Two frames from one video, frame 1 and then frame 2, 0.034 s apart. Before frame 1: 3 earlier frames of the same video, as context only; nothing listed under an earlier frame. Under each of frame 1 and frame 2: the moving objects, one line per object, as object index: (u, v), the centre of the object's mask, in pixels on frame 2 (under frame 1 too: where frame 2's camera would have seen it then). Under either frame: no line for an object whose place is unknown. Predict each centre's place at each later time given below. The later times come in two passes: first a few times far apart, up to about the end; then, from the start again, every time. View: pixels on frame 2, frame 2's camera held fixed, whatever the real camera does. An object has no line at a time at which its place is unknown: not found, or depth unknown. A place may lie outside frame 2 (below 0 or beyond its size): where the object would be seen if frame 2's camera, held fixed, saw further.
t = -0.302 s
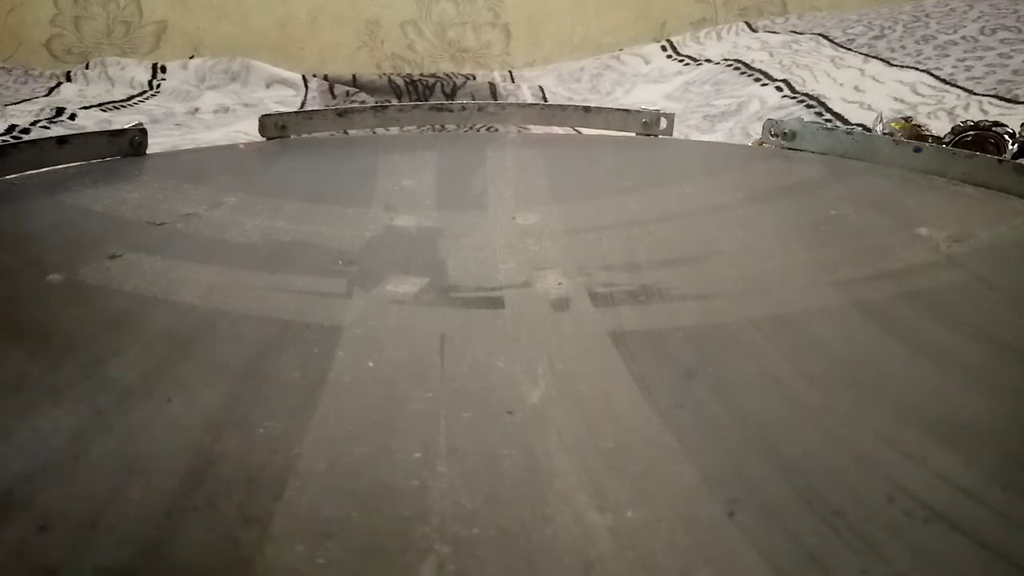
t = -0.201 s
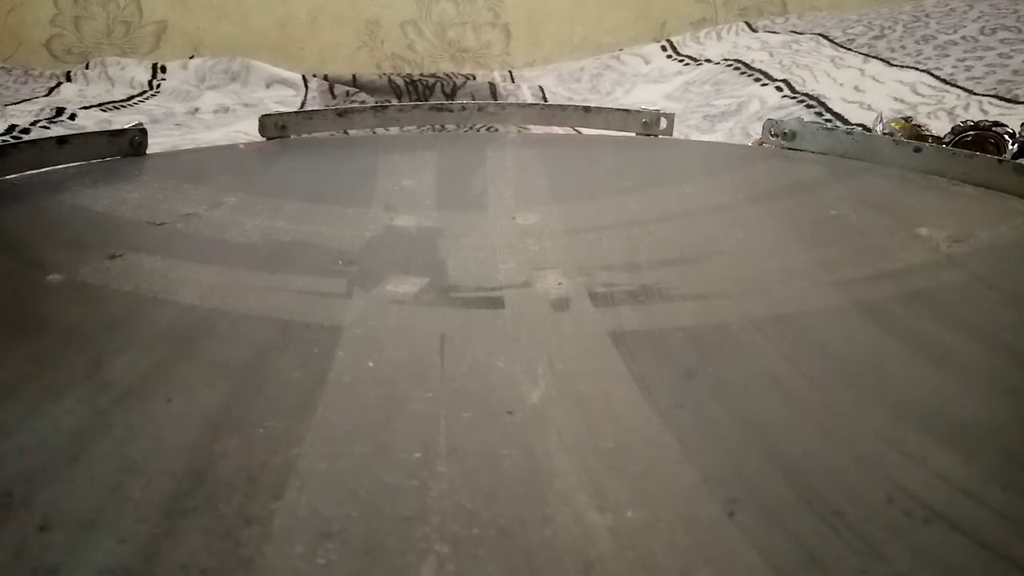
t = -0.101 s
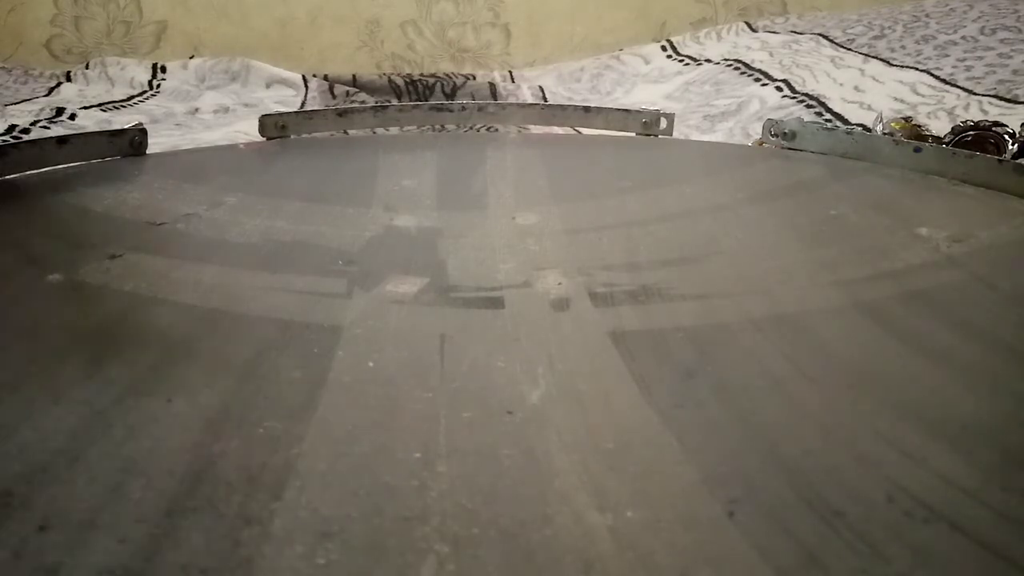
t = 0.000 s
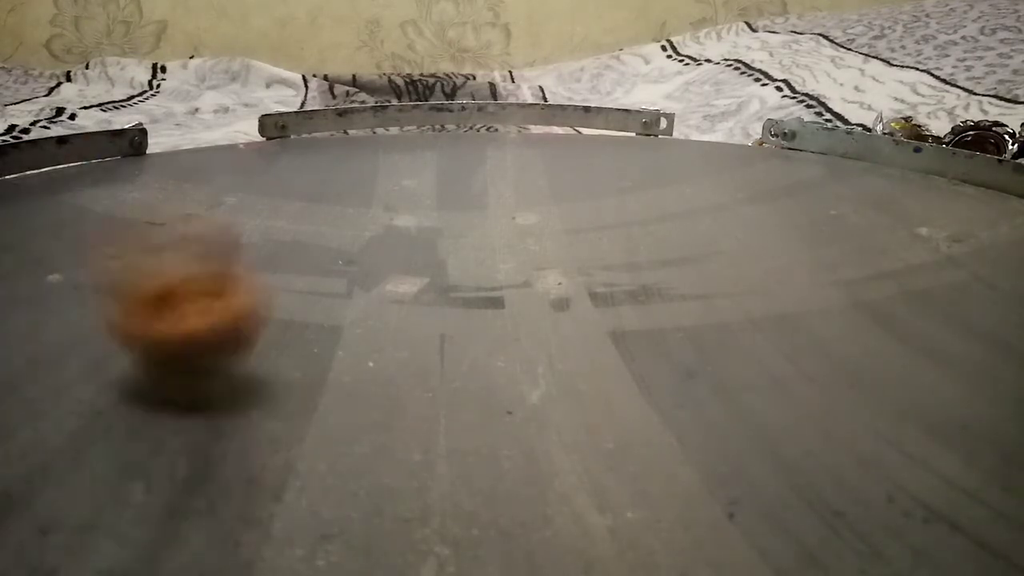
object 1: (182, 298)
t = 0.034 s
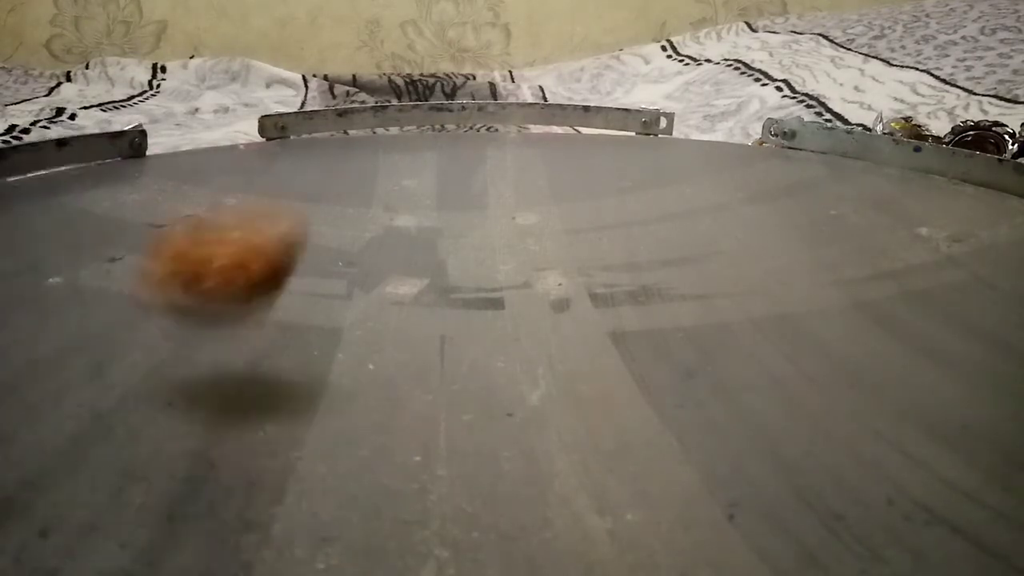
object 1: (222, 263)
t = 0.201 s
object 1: (466, 235)
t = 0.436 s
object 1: (677, 309)
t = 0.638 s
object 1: (692, 302)
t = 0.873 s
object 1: (539, 319)
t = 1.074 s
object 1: (390, 300)
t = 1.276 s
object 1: (345, 264)
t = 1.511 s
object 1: (369, 233)
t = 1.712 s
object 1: (428, 225)
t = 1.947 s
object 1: (494, 242)
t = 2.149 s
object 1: (504, 264)
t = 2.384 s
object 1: (462, 289)
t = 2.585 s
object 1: (411, 293)
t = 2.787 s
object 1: (409, 292)
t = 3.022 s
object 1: (428, 288)
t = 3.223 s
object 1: (456, 292)
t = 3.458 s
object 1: (491, 299)
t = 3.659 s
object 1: (504, 311)
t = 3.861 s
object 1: (492, 308)
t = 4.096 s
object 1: (491, 299)
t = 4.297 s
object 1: (507, 290)
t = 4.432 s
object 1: (506, 288)
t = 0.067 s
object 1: (268, 202)
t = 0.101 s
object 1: (314, 169)
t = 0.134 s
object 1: (361, 160)
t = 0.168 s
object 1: (412, 181)
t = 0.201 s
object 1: (466, 235)
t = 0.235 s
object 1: (513, 303)
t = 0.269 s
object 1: (551, 300)
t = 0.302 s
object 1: (578, 259)
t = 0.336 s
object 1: (603, 243)
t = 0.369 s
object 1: (629, 248)
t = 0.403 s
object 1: (653, 274)
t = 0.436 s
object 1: (677, 309)
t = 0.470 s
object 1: (689, 287)
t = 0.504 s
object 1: (700, 284)
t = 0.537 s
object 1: (710, 300)
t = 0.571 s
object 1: (707, 293)
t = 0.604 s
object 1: (701, 291)
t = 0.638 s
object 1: (692, 302)
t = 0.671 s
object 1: (678, 298)
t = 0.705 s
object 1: (660, 305)
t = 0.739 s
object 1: (644, 306)
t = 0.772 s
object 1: (623, 312)
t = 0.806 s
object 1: (596, 314)
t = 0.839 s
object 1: (570, 316)
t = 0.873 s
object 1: (539, 319)
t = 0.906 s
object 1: (509, 318)
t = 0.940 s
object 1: (480, 316)
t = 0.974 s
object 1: (450, 315)
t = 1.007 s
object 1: (426, 311)
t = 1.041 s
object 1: (406, 305)
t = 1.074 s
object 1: (390, 300)
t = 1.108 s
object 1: (377, 295)
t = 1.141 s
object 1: (369, 288)
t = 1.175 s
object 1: (362, 281)
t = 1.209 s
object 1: (356, 276)
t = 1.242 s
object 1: (351, 270)
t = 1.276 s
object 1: (345, 264)
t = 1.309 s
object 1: (344, 260)
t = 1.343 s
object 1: (345, 254)
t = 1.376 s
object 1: (347, 249)
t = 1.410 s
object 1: (351, 244)
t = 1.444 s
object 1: (355, 240)
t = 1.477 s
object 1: (361, 237)
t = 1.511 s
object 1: (369, 233)
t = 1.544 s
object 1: (376, 231)
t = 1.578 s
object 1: (385, 228)
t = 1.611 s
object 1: (395, 226)
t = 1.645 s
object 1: (406, 225)
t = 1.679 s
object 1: (418, 225)
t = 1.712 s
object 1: (428, 225)
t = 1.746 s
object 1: (441, 226)
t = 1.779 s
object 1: (453, 227)
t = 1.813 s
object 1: (464, 230)
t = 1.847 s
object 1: (474, 232)
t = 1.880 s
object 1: (482, 235)
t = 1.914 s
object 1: (489, 239)
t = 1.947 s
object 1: (494, 242)
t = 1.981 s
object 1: (498, 245)
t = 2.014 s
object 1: (501, 250)
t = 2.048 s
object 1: (502, 253)
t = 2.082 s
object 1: (503, 256)
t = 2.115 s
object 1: (504, 260)
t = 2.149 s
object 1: (504, 264)
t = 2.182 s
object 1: (503, 268)
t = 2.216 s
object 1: (498, 273)
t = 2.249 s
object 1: (492, 276)
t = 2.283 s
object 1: (486, 280)
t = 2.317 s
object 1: (479, 283)
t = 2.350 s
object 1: (471, 287)
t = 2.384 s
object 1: (462, 289)
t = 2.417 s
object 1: (453, 292)
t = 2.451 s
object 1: (445, 293)
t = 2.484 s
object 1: (434, 294)
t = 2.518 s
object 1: (425, 294)
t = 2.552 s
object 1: (418, 294)
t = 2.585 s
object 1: (411, 293)
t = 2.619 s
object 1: (405, 293)
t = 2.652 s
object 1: (400, 293)
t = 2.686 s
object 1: (399, 292)
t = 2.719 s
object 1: (400, 292)
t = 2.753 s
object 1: (403, 292)
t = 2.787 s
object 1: (409, 292)
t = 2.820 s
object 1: (414, 291)
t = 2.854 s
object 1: (416, 291)
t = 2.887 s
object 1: (417, 290)
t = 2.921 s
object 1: (419, 289)
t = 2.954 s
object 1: (421, 288)
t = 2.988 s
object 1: (424, 288)
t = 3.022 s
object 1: (428, 288)
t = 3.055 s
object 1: (432, 289)
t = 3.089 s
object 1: (438, 289)
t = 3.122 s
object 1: (441, 290)
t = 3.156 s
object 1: (448, 290)
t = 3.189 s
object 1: (453, 291)
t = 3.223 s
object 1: (456, 292)
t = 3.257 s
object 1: (461, 293)
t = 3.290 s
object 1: (464, 294)
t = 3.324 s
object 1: (469, 294)
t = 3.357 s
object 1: (475, 295)
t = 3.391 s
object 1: (481, 296)
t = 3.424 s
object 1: (487, 297)
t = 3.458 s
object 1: (491, 299)
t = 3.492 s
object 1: (494, 301)
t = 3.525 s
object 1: (496, 303)
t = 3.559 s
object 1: (500, 305)
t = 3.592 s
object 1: (501, 307)
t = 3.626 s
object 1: (502, 309)
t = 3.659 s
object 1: (504, 311)
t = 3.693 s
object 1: (507, 312)
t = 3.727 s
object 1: (505, 313)
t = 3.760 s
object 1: (500, 313)
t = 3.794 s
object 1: (495, 311)
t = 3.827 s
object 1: (494, 309)
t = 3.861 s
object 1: (492, 308)
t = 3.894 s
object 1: (492, 306)
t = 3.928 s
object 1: (493, 306)
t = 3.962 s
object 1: (493, 305)
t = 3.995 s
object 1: (492, 304)
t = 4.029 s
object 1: (491, 303)
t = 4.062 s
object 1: (491, 301)
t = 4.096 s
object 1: (491, 299)
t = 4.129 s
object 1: (494, 297)
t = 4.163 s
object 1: (497, 294)
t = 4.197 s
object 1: (502, 292)
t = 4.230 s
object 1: (505, 291)
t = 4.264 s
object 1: (506, 290)
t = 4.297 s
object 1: (507, 290)
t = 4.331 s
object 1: (508, 289)
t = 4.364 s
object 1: (508, 289)
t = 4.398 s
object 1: (507, 288)
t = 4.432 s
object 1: (506, 288)
